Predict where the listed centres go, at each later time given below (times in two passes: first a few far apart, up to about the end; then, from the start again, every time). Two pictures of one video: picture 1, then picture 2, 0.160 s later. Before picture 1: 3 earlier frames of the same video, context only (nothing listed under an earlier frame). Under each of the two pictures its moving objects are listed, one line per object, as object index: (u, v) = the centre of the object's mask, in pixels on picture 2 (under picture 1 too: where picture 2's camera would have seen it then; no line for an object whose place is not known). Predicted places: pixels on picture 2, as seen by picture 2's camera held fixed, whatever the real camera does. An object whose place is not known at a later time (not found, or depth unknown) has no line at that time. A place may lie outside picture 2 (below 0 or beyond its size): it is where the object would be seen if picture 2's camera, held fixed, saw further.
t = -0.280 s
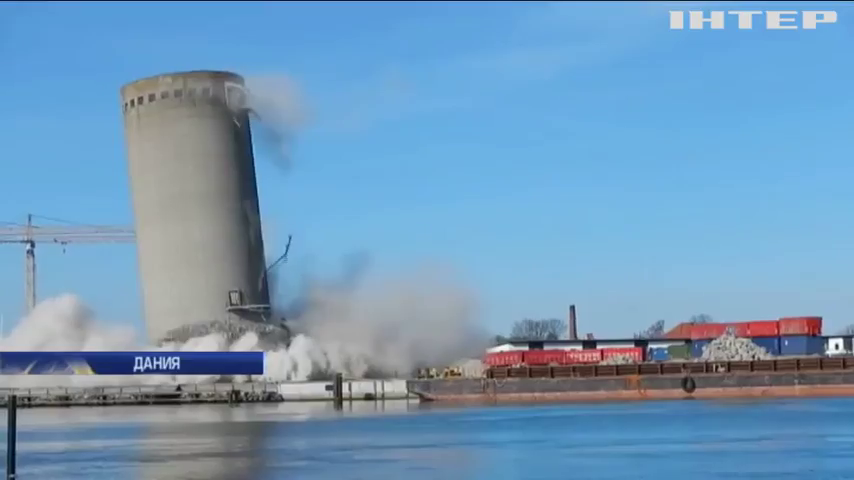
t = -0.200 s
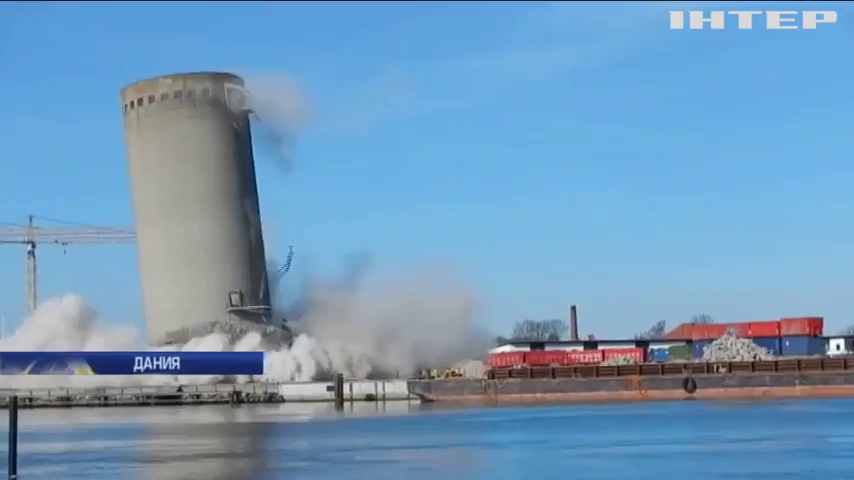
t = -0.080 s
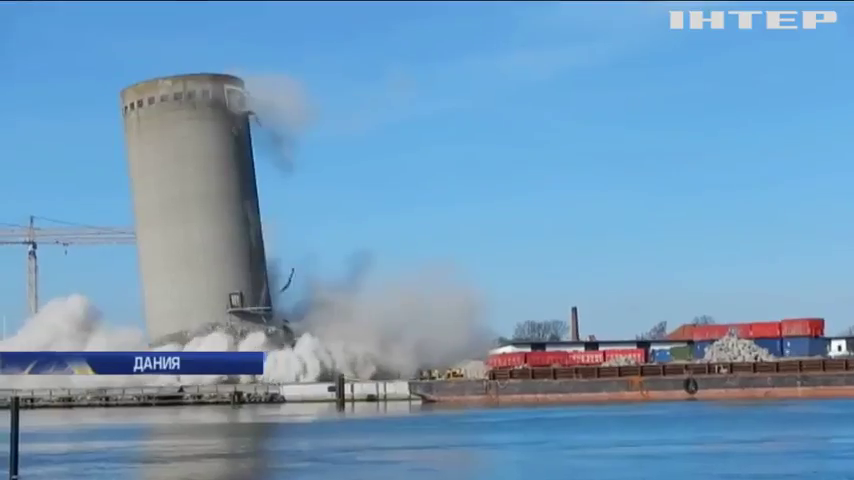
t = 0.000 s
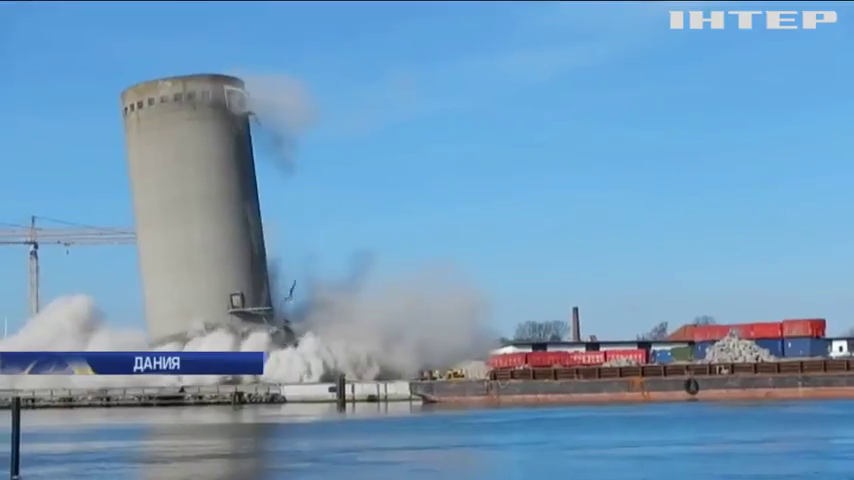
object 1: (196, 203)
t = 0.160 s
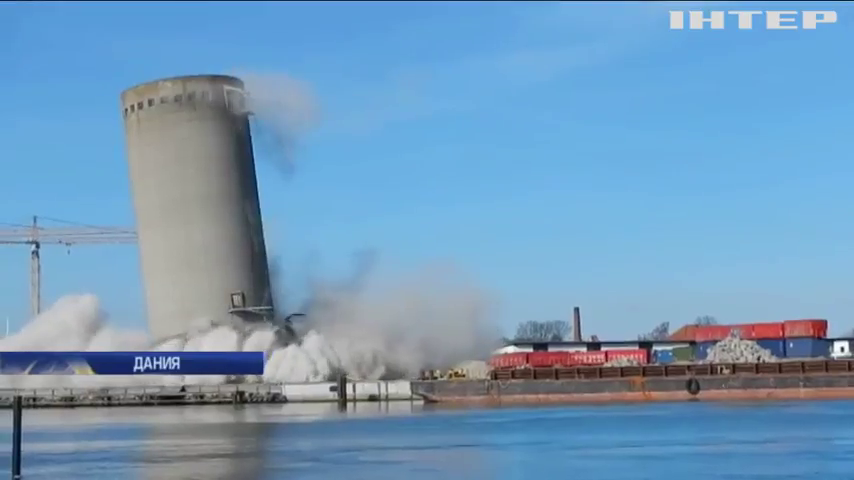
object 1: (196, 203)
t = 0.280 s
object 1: (195, 203)
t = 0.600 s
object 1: (192, 201)
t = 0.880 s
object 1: (190, 202)
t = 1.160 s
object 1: (188, 202)
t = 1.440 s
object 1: (186, 201)
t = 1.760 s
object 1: (184, 201)
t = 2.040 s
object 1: (181, 201)
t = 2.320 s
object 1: (177, 202)
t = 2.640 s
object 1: (172, 203)
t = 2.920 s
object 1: (167, 206)
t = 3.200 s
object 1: (161, 209)
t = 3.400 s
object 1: (157, 211)
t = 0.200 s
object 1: (196, 203)
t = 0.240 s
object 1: (195, 203)
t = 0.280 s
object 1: (195, 203)
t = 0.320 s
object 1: (195, 203)
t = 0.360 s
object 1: (194, 203)
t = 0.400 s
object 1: (194, 203)
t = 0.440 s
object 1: (194, 203)
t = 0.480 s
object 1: (194, 203)
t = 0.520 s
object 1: (193, 203)
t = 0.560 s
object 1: (193, 203)
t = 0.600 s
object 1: (192, 201)
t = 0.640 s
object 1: (192, 201)
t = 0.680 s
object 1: (192, 201)
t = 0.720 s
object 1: (191, 202)
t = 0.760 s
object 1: (191, 202)
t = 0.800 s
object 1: (191, 202)
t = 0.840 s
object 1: (190, 202)
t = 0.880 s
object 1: (190, 202)
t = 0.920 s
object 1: (190, 202)
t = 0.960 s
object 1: (190, 202)
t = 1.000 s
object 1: (189, 202)
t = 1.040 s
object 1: (189, 202)
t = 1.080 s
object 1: (189, 202)
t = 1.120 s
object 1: (189, 202)
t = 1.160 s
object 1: (188, 202)
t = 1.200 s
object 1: (188, 202)
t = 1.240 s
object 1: (188, 202)
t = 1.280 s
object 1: (187, 201)
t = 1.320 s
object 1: (187, 201)
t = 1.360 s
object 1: (186, 201)
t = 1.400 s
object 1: (186, 201)
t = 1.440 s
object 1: (186, 201)
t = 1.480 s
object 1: (185, 201)
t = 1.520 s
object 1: (185, 201)
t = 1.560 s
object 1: (185, 201)
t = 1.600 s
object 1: (185, 201)
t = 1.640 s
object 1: (185, 201)
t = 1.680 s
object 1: (184, 201)
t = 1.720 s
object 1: (184, 201)
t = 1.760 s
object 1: (184, 201)
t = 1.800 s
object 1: (183, 201)
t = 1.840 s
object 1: (183, 201)
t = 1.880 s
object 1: (183, 201)
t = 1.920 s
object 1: (182, 201)
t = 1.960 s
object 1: (182, 201)
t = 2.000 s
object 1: (181, 201)
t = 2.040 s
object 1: (181, 201)
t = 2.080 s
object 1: (181, 201)
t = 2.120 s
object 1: (180, 201)
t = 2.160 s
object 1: (180, 201)
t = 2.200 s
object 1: (179, 201)
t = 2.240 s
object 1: (178, 202)
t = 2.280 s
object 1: (178, 202)
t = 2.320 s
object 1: (177, 202)
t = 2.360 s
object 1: (176, 202)
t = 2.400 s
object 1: (176, 202)
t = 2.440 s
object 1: (175, 202)
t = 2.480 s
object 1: (174, 202)
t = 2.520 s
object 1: (173, 202)
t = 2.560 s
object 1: (173, 203)
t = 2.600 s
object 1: (172, 203)
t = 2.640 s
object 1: (172, 203)
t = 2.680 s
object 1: (171, 203)
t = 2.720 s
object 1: (170, 204)
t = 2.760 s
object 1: (170, 204)
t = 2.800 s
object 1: (169, 205)
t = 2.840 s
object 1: (169, 205)
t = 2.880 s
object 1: (168, 206)
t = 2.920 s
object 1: (167, 206)
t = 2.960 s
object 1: (166, 206)
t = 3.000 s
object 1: (166, 207)
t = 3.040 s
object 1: (164, 207)
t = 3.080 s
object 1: (163, 207)
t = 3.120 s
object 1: (162, 208)
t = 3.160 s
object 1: (162, 208)
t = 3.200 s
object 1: (161, 209)
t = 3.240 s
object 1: (160, 209)
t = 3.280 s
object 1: (159, 210)
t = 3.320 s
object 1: (158, 210)
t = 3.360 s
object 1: (157, 211)
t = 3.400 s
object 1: (157, 211)
